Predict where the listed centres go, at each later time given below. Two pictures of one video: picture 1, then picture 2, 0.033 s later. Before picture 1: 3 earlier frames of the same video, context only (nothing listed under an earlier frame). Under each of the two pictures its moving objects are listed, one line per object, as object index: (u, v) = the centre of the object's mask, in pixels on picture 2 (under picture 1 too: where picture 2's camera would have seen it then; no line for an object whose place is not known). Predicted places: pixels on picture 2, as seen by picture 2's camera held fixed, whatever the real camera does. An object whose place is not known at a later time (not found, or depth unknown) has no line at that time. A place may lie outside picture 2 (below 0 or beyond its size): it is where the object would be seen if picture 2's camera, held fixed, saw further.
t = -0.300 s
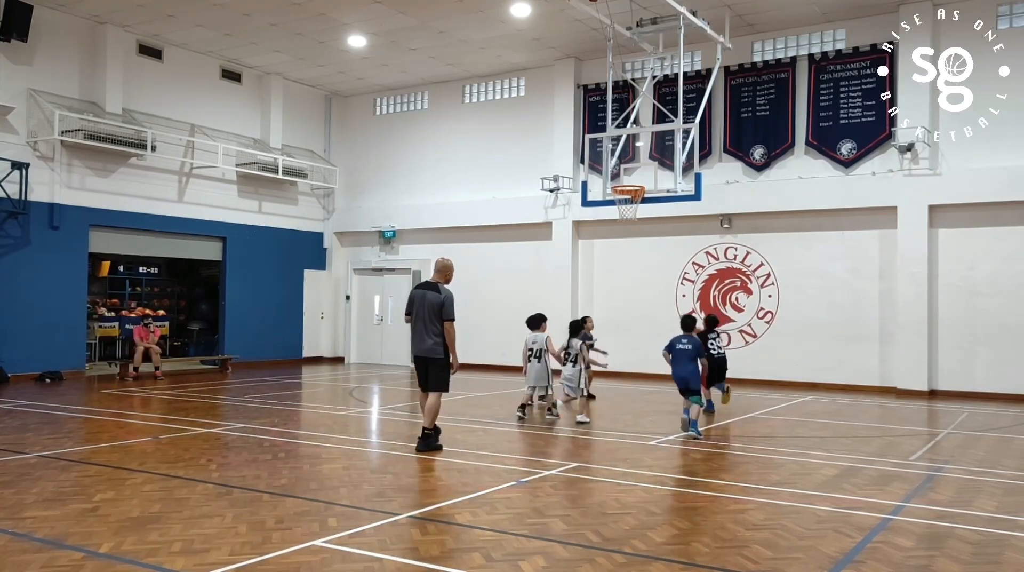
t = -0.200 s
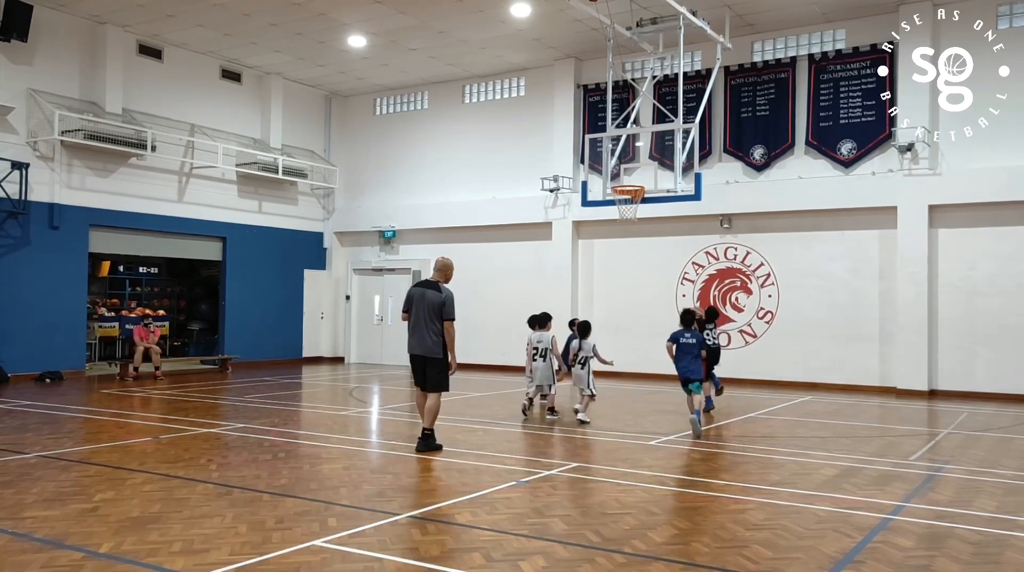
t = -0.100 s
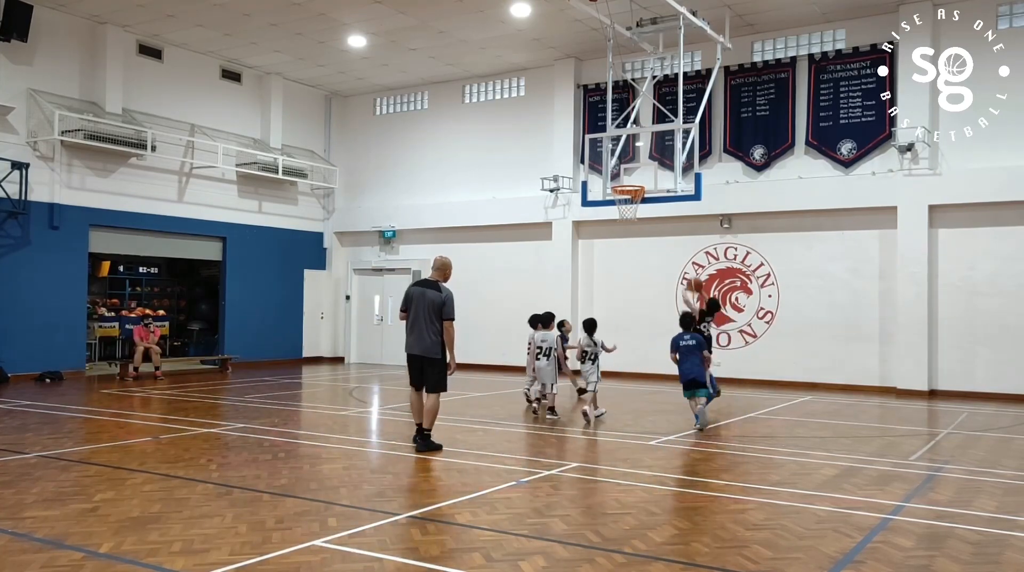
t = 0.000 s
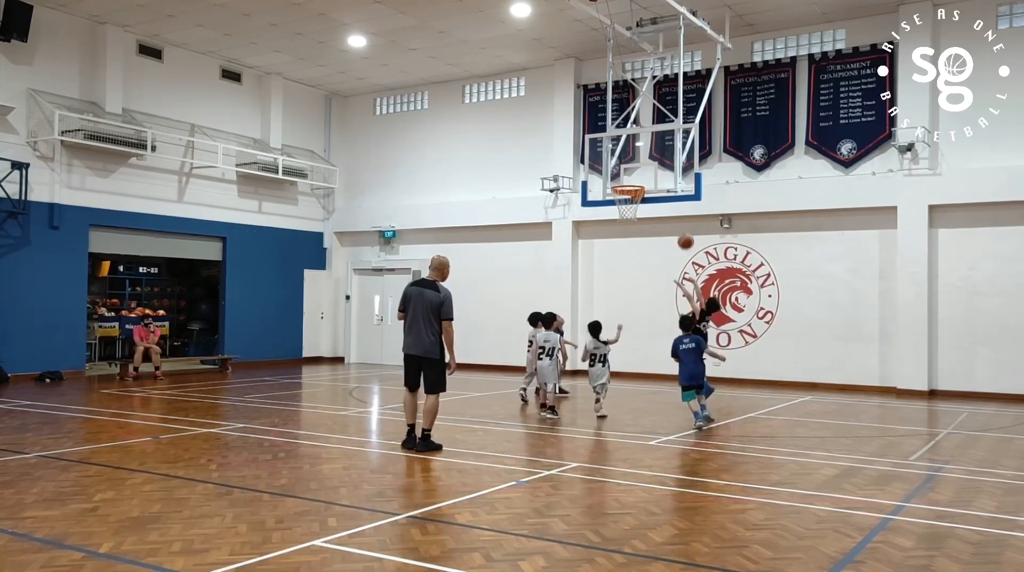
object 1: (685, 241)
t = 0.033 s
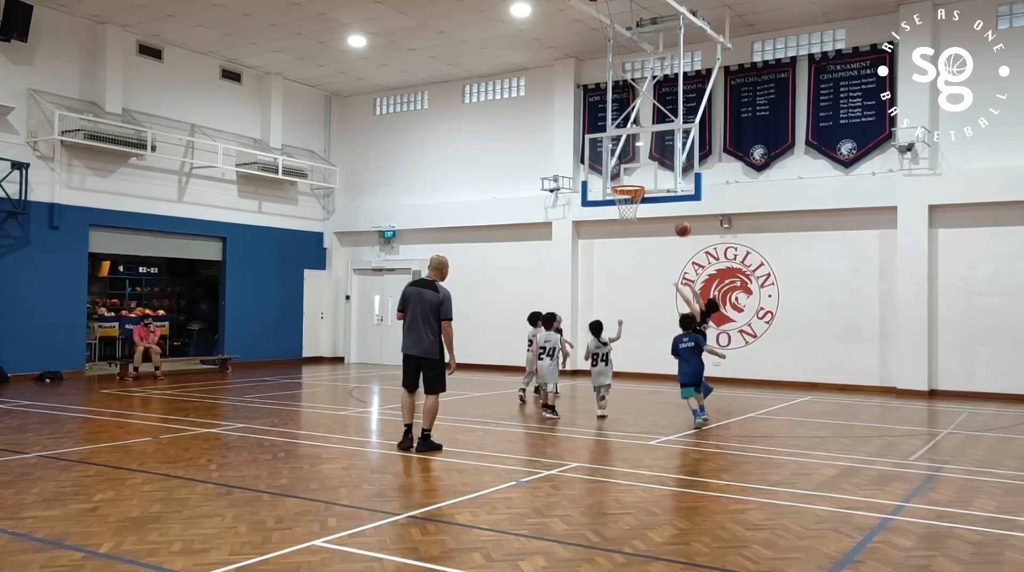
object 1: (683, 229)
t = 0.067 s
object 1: (679, 217)
